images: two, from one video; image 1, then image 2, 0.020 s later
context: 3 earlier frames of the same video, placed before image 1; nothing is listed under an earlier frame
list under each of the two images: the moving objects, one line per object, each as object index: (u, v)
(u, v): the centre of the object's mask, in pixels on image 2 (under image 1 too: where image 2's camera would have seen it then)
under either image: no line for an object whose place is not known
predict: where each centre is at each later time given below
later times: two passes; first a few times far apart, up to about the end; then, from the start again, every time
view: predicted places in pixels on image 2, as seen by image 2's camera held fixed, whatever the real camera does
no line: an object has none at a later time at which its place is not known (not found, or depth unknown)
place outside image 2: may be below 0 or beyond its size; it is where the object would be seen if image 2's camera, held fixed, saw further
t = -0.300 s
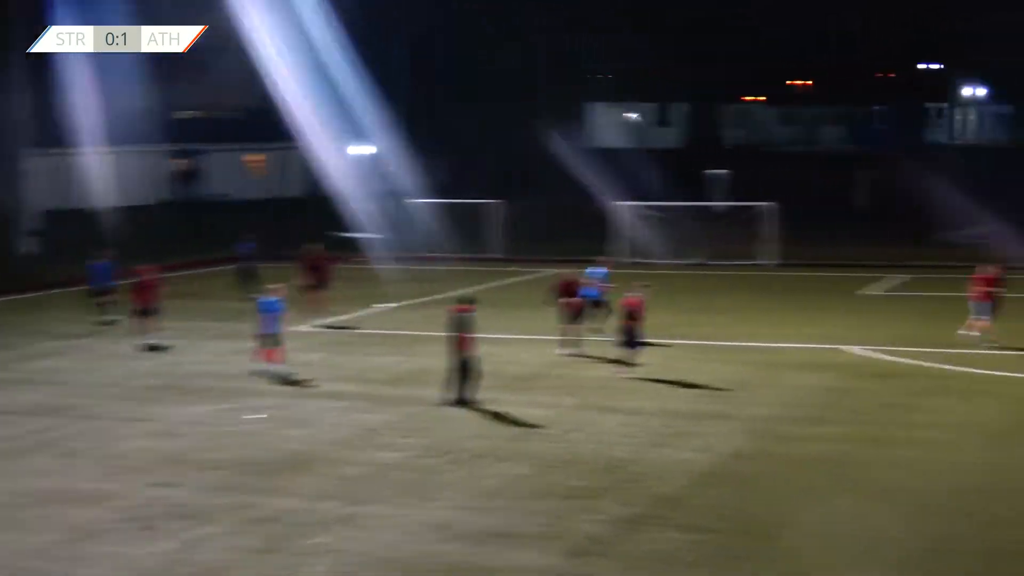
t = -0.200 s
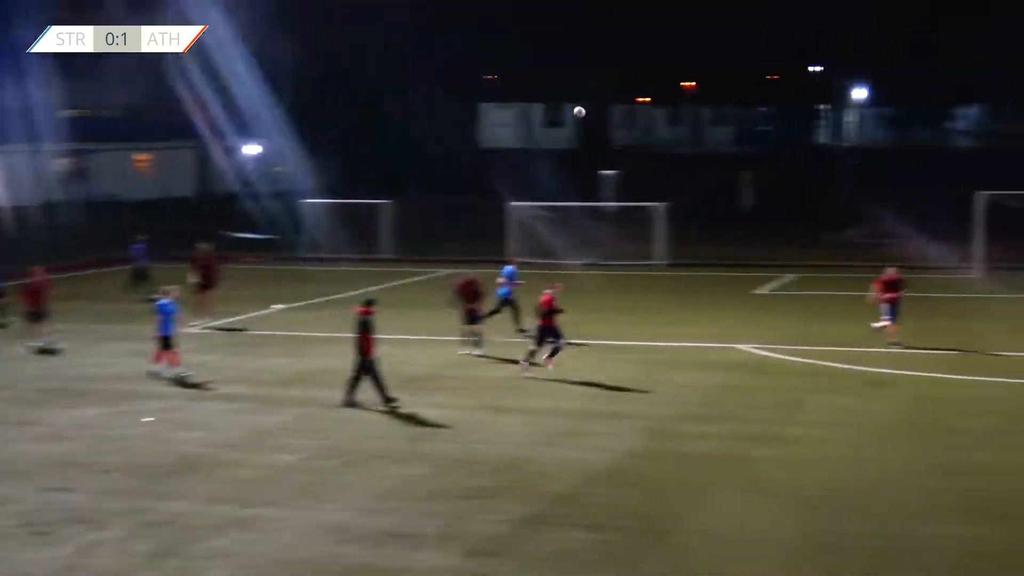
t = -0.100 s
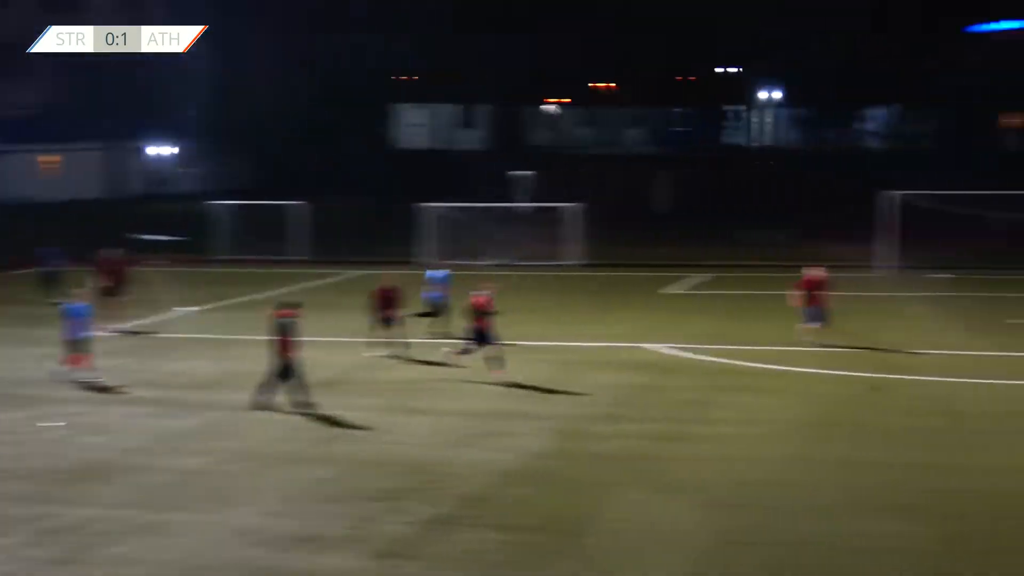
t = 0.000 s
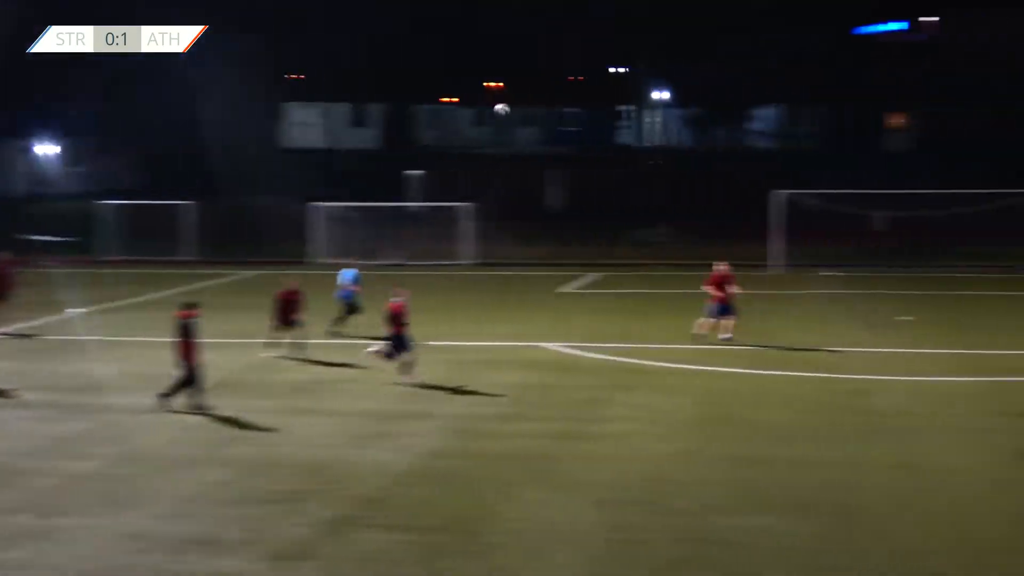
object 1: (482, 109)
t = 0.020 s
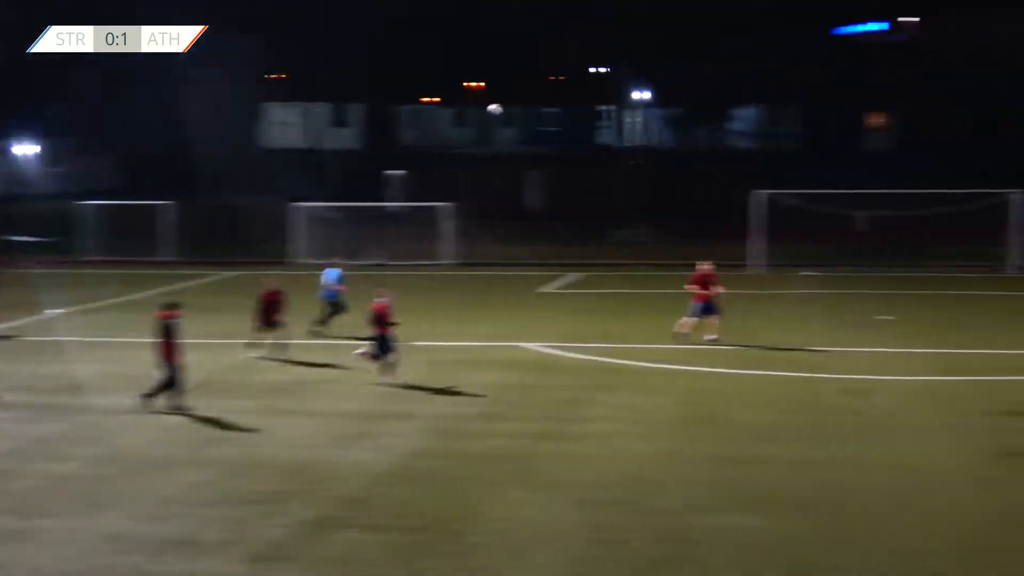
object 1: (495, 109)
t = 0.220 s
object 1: (616, 122)
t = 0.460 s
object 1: (775, 158)
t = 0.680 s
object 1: (933, 215)
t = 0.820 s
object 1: (1040, 267)
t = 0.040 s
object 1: (507, 110)
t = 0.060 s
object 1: (518, 111)
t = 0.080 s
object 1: (530, 112)
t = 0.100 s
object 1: (542, 113)
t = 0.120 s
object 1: (554, 114)
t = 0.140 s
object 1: (566, 115)
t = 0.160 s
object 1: (578, 117)
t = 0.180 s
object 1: (591, 118)
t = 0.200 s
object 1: (603, 120)
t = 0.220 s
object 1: (616, 122)
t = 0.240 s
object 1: (629, 123)
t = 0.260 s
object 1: (642, 126)
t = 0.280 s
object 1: (655, 129)
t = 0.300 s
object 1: (667, 131)
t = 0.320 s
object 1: (680, 134)
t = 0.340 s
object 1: (693, 137)
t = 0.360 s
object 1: (707, 140)
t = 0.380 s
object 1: (720, 143)
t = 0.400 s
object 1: (734, 147)
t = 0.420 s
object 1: (747, 150)
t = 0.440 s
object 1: (761, 154)
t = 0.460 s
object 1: (775, 158)
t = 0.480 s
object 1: (789, 162)
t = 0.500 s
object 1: (803, 166)
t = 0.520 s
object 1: (816, 171)
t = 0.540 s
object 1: (830, 176)
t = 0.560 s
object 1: (844, 180)
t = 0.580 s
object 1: (859, 186)
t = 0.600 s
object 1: (874, 191)
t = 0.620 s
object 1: (888, 197)
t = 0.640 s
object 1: (902, 202)
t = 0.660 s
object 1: (918, 209)
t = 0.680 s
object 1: (933, 215)
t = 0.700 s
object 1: (948, 222)
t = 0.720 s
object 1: (963, 229)
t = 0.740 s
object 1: (979, 236)
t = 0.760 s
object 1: (993, 243)
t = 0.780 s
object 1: (1009, 251)
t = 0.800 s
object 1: (1024, 259)
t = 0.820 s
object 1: (1040, 267)
